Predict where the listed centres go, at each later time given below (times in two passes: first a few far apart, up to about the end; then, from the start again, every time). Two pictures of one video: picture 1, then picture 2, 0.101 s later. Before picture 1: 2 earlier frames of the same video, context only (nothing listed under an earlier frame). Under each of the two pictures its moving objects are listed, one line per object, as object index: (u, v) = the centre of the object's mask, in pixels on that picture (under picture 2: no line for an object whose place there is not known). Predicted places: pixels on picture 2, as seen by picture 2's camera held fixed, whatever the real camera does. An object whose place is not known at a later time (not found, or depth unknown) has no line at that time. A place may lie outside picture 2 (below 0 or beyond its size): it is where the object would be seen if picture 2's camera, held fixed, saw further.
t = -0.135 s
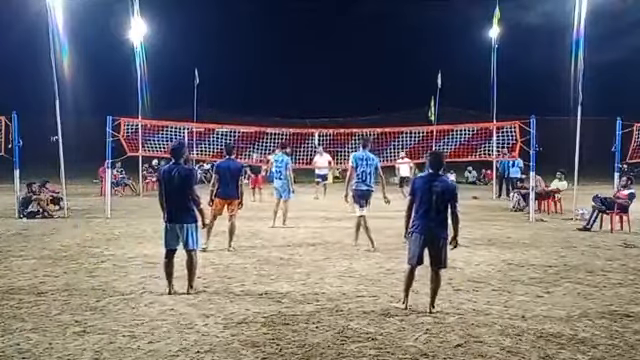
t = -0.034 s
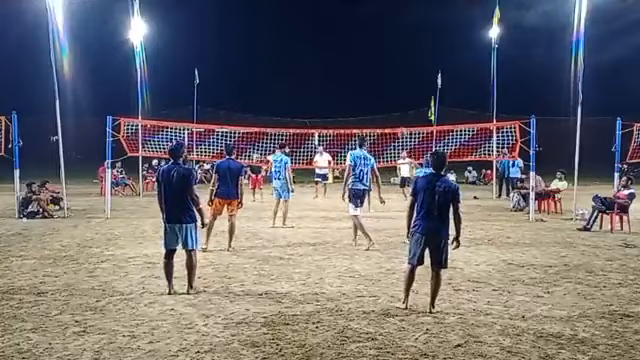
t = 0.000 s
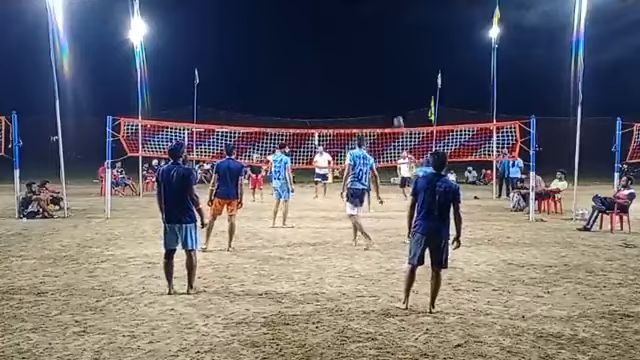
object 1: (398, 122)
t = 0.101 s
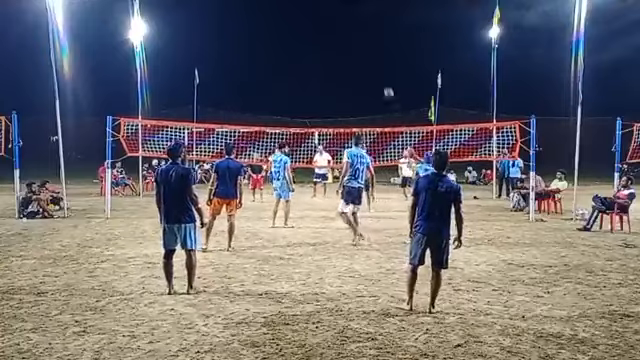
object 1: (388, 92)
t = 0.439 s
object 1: (360, 38)
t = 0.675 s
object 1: (343, 32)
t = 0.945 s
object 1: (327, 51)
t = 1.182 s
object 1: (314, 85)
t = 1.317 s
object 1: (308, 111)
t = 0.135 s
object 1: (385, 85)
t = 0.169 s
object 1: (382, 76)
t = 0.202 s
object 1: (379, 70)
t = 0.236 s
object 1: (376, 63)
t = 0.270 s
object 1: (373, 58)
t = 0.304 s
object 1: (370, 53)
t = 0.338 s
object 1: (368, 48)
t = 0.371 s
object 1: (365, 44)
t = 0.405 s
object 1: (362, 41)
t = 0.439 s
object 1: (360, 38)
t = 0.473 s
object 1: (358, 36)
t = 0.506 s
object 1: (355, 34)
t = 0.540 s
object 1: (353, 32)
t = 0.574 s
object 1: (350, 32)
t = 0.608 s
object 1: (348, 31)
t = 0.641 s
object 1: (345, 31)
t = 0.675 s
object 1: (343, 32)
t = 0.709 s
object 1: (341, 33)
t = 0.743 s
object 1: (339, 34)
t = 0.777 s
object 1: (337, 36)
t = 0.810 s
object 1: (335, 38)
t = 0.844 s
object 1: (332, 41)
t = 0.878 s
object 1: (330, 44)
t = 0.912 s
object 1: (328, 47)
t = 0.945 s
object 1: (327, 51)
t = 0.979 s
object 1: (325, 55)
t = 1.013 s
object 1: (323, 59)
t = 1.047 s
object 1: (321, 64)
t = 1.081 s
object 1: (319, 69)
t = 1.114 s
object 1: (318, 74)
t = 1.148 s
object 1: (316, 79)
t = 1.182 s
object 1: (314, 85)
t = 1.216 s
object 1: (313, 91)
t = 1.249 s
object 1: (311, 97)
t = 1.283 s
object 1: (310, 103)
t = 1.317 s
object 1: (308, 111)
